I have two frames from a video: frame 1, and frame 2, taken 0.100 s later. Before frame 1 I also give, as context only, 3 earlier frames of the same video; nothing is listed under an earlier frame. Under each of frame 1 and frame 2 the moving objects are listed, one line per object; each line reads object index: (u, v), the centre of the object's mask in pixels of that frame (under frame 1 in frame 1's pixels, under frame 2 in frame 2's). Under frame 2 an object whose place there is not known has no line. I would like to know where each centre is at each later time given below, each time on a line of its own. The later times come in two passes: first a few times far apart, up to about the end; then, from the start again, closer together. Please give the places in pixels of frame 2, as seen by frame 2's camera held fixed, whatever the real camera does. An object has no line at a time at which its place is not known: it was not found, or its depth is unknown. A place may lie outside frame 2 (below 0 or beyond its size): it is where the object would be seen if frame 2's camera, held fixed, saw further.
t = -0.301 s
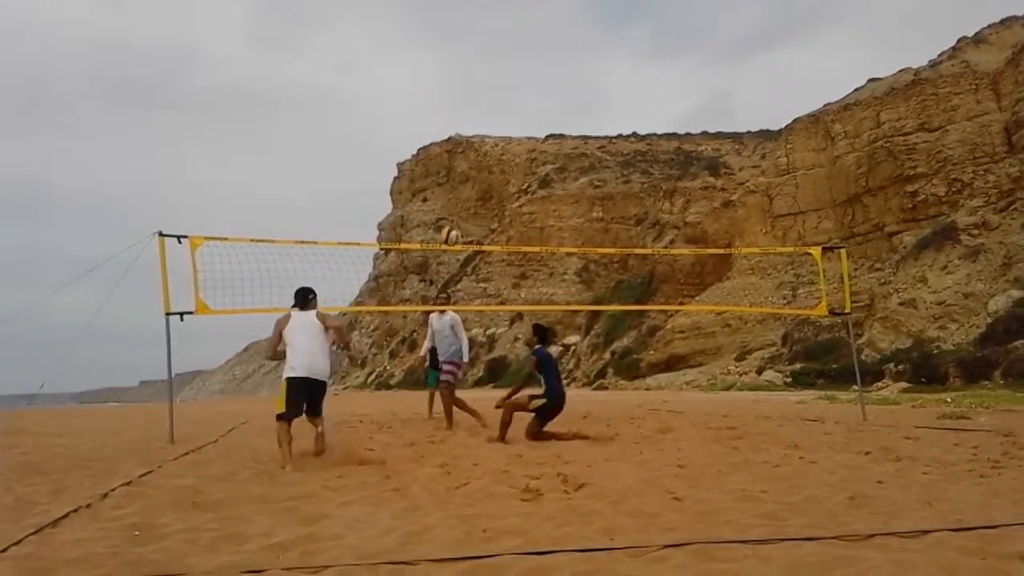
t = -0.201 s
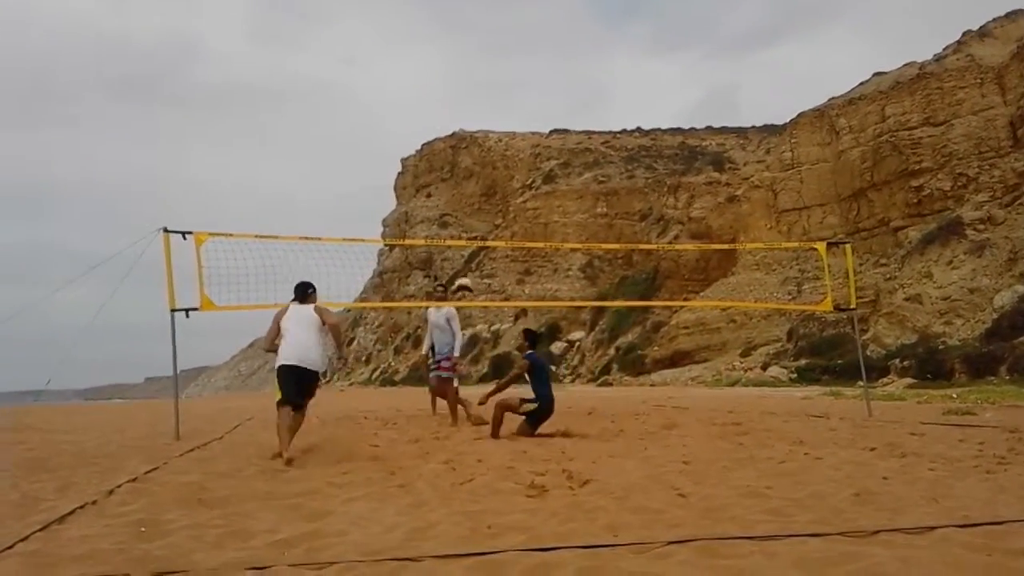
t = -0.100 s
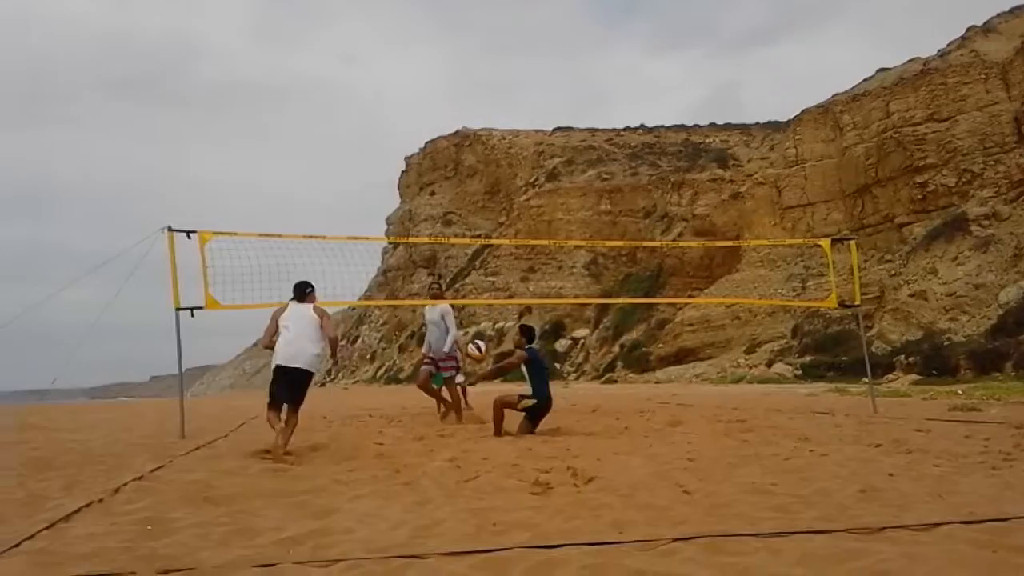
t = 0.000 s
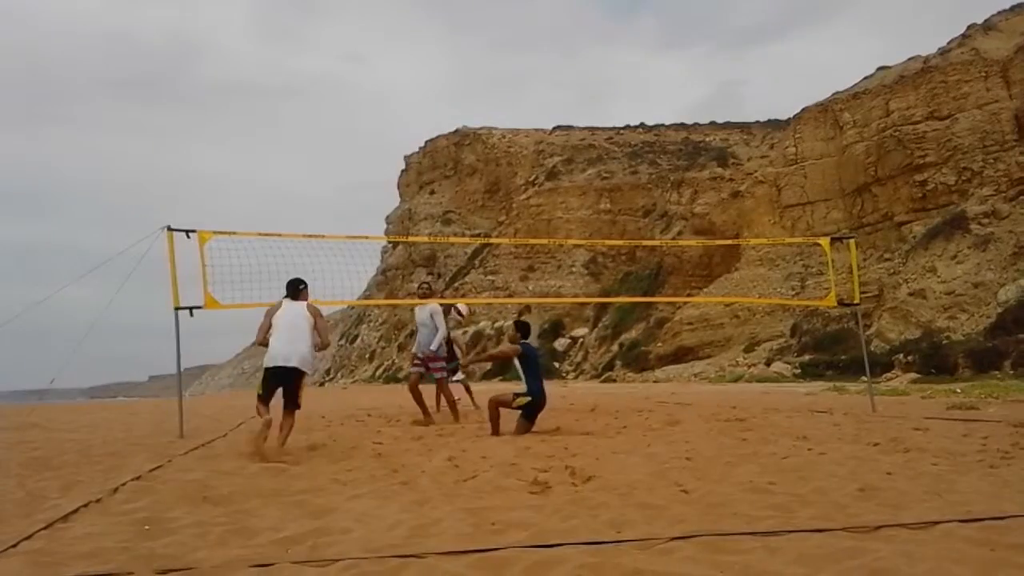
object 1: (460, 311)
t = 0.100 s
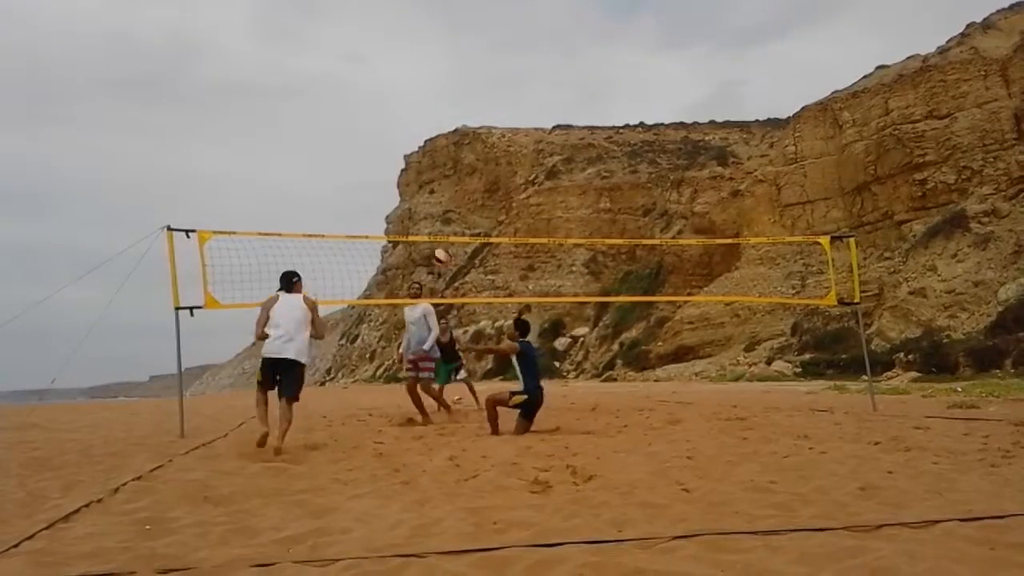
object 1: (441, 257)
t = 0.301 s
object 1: (408, 176)
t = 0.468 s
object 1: (385, 136)
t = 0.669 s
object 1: (361, 119)
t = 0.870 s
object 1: (340, 134)
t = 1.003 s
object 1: (329, 164)
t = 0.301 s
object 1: (408, 176)
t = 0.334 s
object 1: (403, 165)
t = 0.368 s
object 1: (398, 158)
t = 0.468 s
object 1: (385, 136)
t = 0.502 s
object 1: (381, 130)
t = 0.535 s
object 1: (377, 126)
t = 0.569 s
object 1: (373, 122)
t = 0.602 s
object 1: (369, 120)
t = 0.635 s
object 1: (365, 119)
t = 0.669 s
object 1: (361, 119)
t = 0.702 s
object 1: (357, 119)
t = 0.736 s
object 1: (354, 120)
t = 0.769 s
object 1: (351, 122)
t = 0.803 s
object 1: (347, 125)
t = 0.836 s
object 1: (344, 130)
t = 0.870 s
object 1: (340, 134)
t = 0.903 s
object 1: (337, 140)
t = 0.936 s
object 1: (334, 147)
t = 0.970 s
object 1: (332, 155)
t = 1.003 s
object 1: (329, 164)
